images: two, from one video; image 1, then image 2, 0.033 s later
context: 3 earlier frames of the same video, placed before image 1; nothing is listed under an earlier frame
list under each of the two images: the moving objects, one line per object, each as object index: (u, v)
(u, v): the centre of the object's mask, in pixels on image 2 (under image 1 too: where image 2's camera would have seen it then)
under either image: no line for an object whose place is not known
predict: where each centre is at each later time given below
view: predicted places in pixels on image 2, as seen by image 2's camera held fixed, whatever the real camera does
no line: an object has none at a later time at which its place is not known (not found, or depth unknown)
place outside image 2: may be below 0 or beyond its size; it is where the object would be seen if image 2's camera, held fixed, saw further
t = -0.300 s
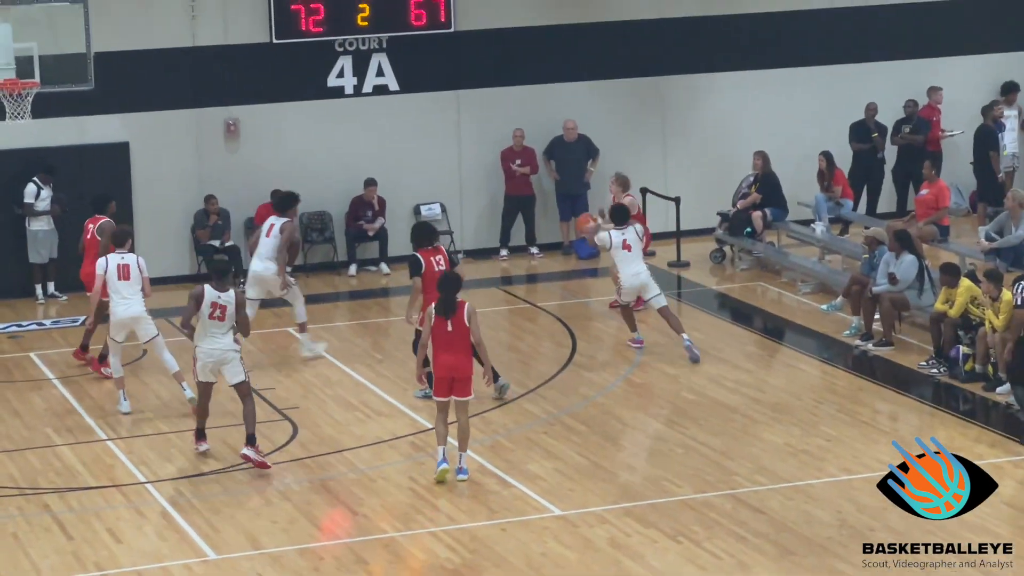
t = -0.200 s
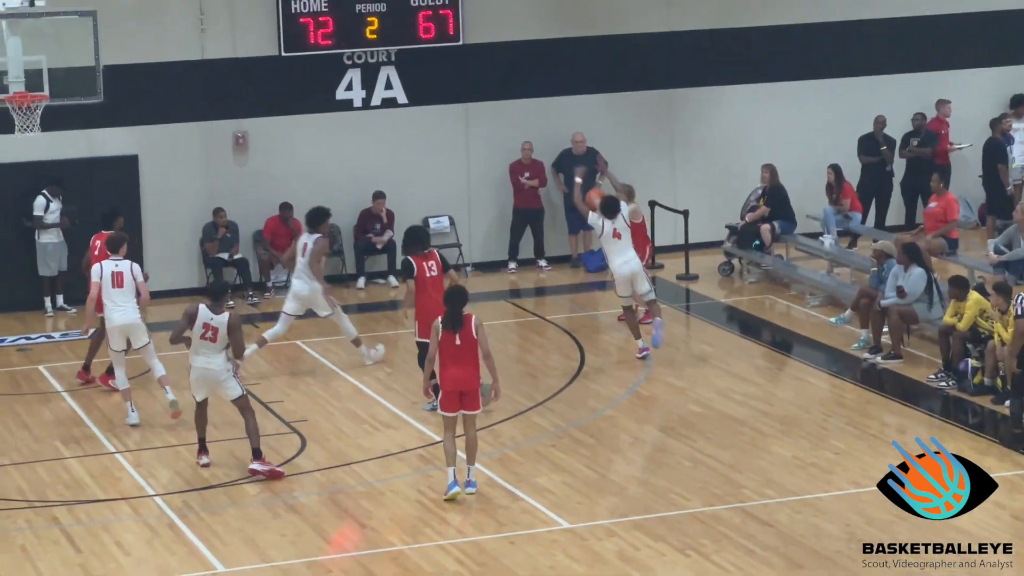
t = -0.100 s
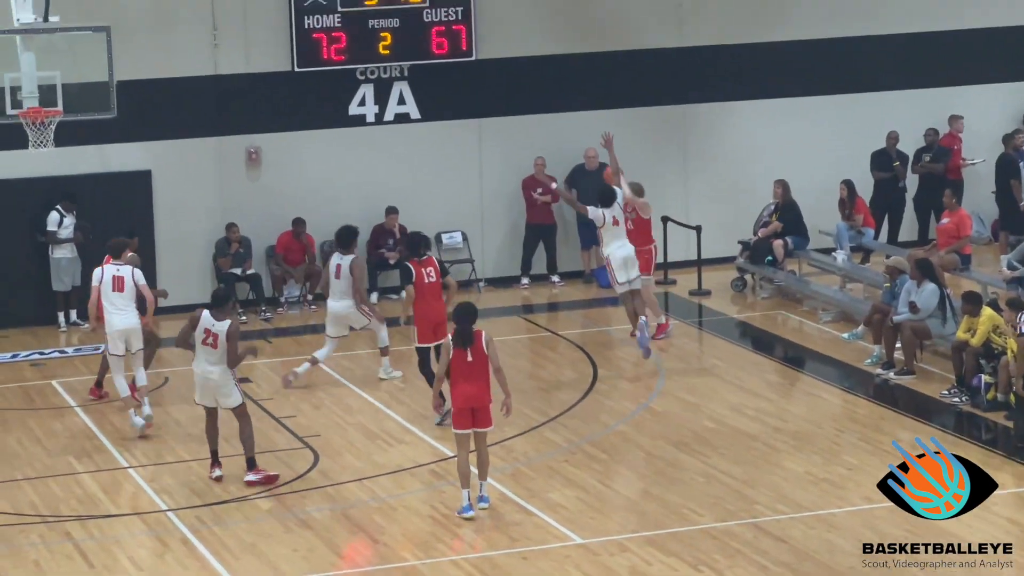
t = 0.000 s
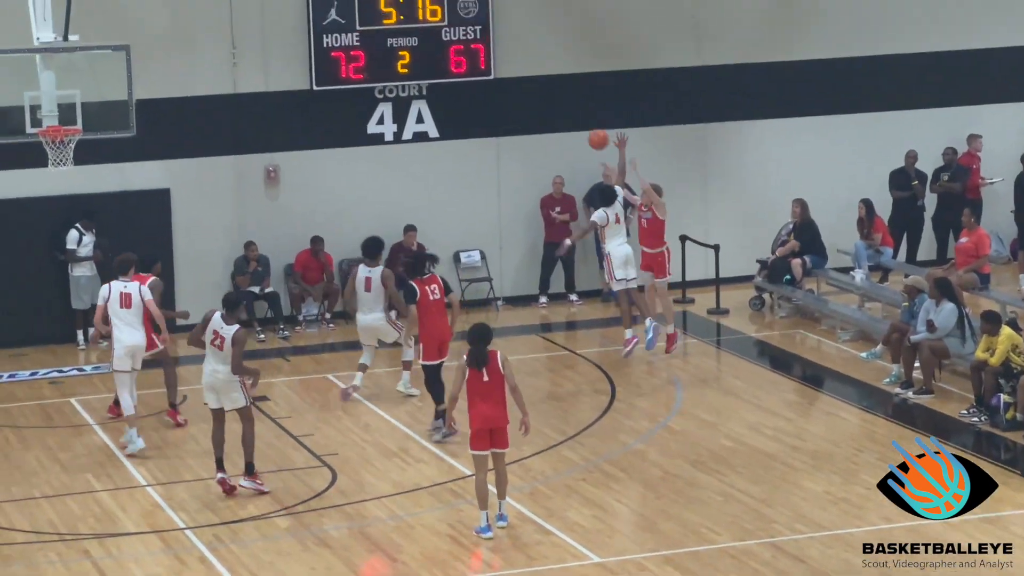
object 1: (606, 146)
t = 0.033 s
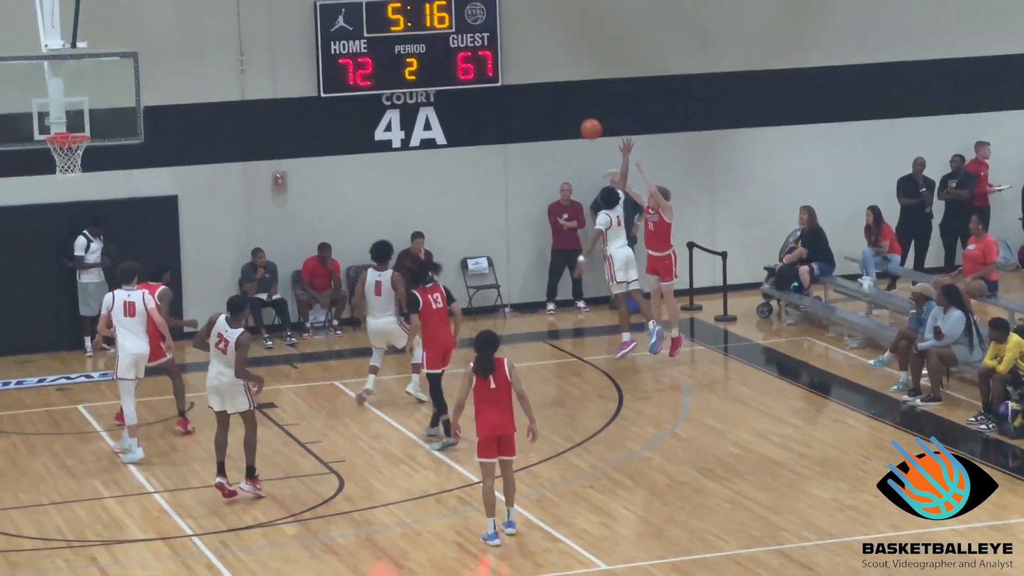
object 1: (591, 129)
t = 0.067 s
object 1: (577, 113)
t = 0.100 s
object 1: (562, 96)
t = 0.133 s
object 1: (548, 82)
